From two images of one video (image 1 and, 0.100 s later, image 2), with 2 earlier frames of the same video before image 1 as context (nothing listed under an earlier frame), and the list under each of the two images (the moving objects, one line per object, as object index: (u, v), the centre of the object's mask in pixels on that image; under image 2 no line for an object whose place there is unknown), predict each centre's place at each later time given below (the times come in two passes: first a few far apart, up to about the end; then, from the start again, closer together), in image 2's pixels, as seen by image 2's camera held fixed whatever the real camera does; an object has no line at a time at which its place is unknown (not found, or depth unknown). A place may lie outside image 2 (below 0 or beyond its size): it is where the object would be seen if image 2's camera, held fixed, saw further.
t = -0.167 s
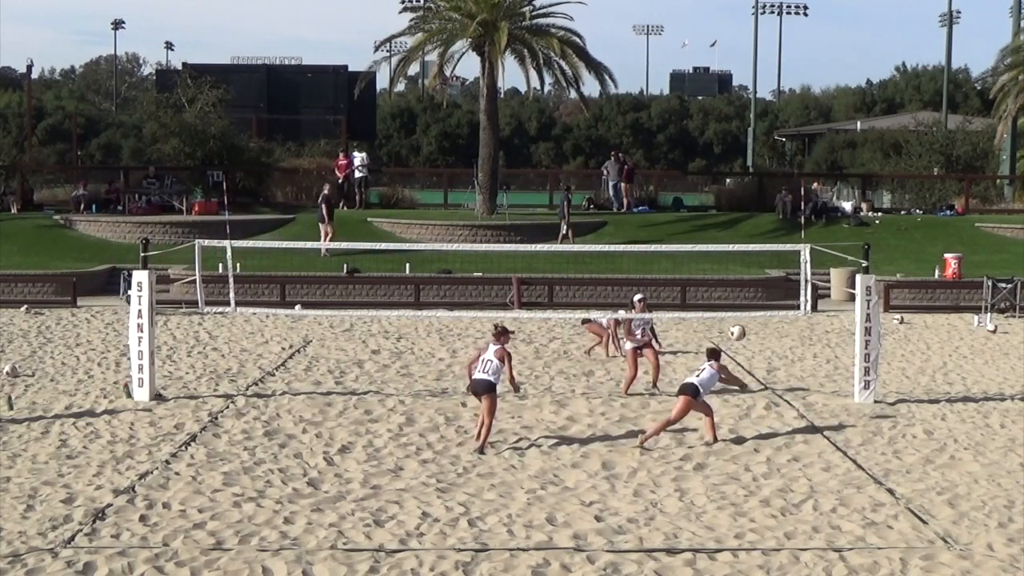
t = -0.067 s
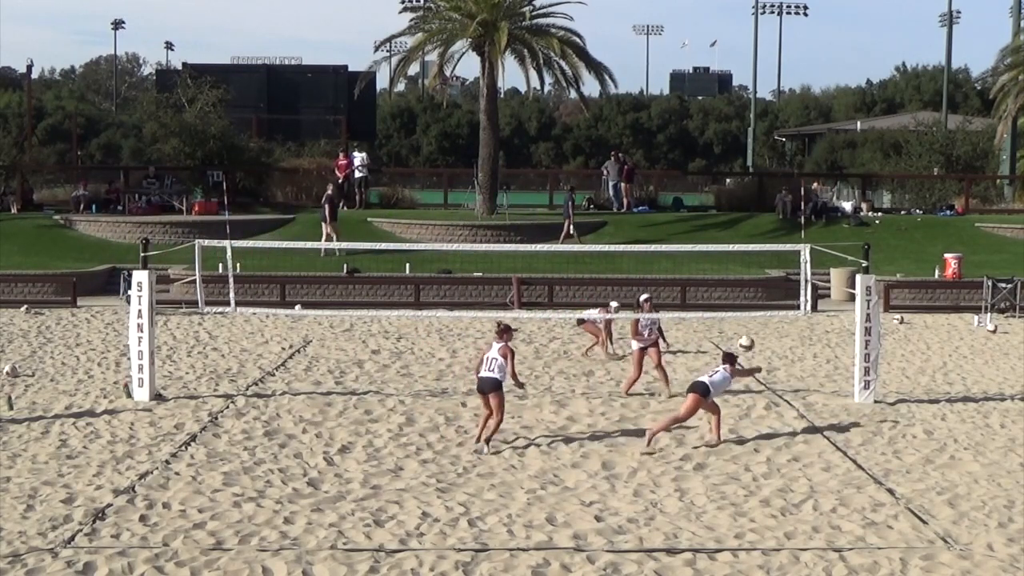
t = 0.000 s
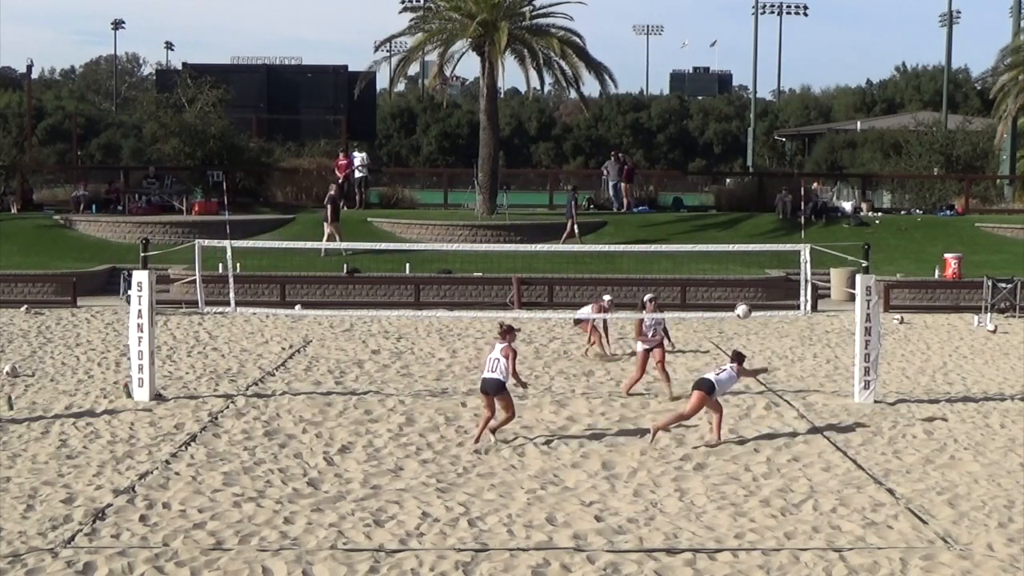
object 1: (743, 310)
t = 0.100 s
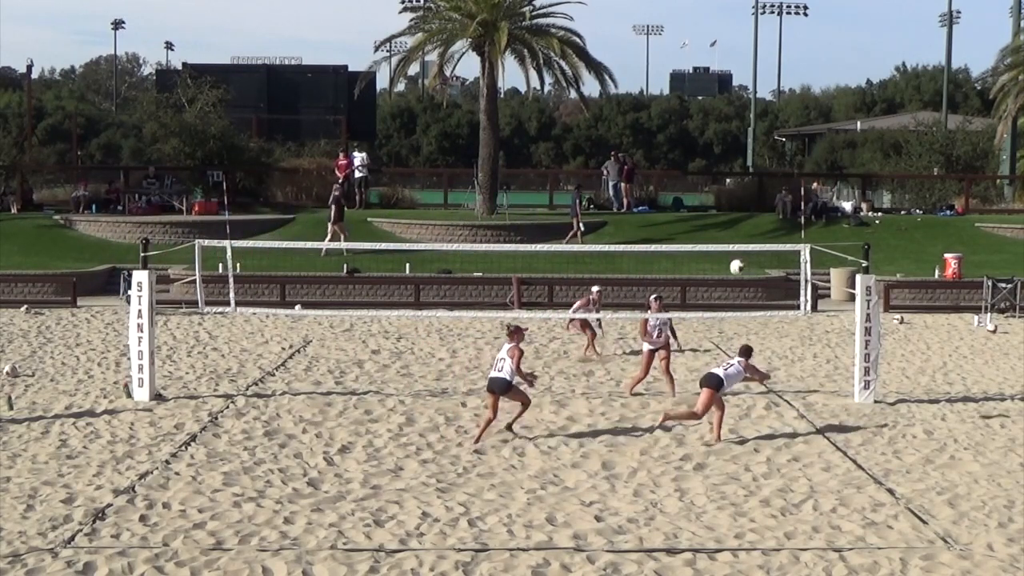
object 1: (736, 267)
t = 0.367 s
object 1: (725, 189)
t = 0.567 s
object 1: (715, 167)
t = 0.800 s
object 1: (702, 181)
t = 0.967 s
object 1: (693, 217)
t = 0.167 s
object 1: (735, 241)
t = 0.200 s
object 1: (733, 231)
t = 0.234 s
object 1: (732, 221)
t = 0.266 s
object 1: (730, 212)
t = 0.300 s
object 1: (728, 204)
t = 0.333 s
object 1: (727, 196)
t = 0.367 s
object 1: (725, 189)
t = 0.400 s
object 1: (723, 183)
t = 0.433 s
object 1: (721, 178)
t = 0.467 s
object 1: (720, 174)
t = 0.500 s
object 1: (718, 171)
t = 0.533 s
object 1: (716, 169)
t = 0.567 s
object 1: (715, 167)
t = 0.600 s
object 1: (713, 166)
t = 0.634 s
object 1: (711, 167)
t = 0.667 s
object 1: (709, 168)
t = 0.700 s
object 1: (707, 170)
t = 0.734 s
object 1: (706, 173)
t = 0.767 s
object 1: (704, 176)
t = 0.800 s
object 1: (702, 181)
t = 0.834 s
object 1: (699, 186)
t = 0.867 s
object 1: (697, 192)
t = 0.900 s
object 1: (696, 201)
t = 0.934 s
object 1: (695, 208)
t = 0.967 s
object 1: (693, 217)
